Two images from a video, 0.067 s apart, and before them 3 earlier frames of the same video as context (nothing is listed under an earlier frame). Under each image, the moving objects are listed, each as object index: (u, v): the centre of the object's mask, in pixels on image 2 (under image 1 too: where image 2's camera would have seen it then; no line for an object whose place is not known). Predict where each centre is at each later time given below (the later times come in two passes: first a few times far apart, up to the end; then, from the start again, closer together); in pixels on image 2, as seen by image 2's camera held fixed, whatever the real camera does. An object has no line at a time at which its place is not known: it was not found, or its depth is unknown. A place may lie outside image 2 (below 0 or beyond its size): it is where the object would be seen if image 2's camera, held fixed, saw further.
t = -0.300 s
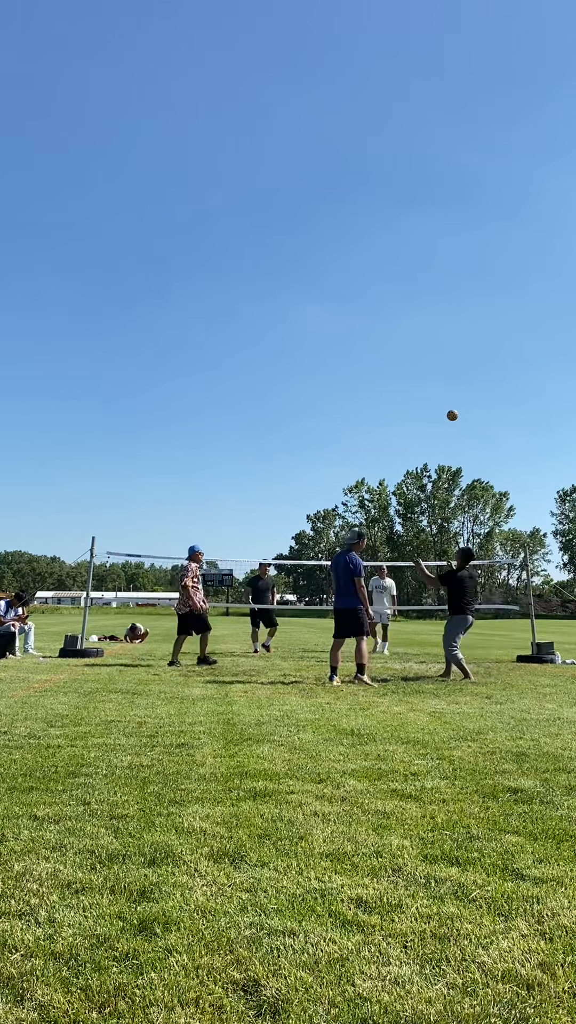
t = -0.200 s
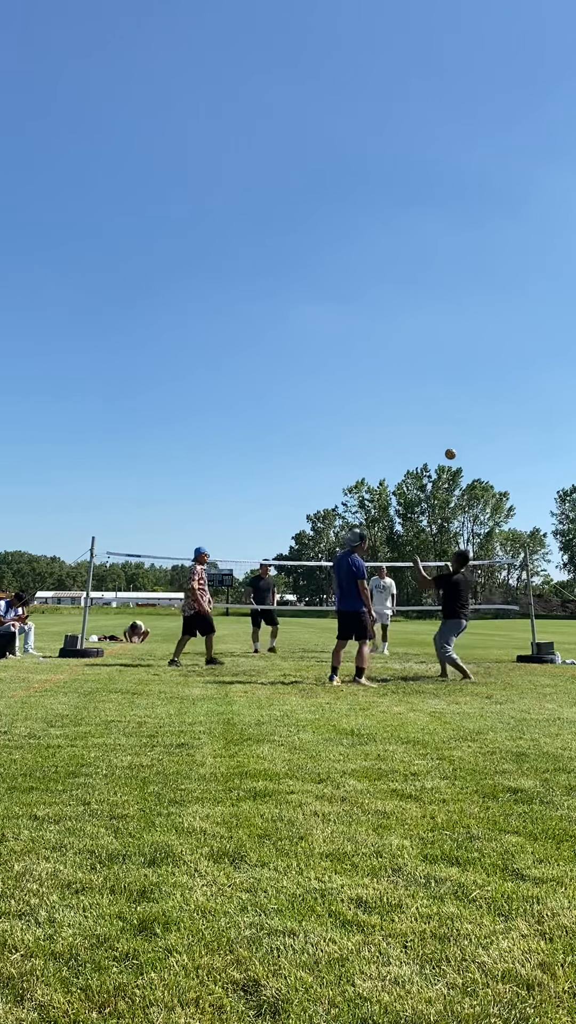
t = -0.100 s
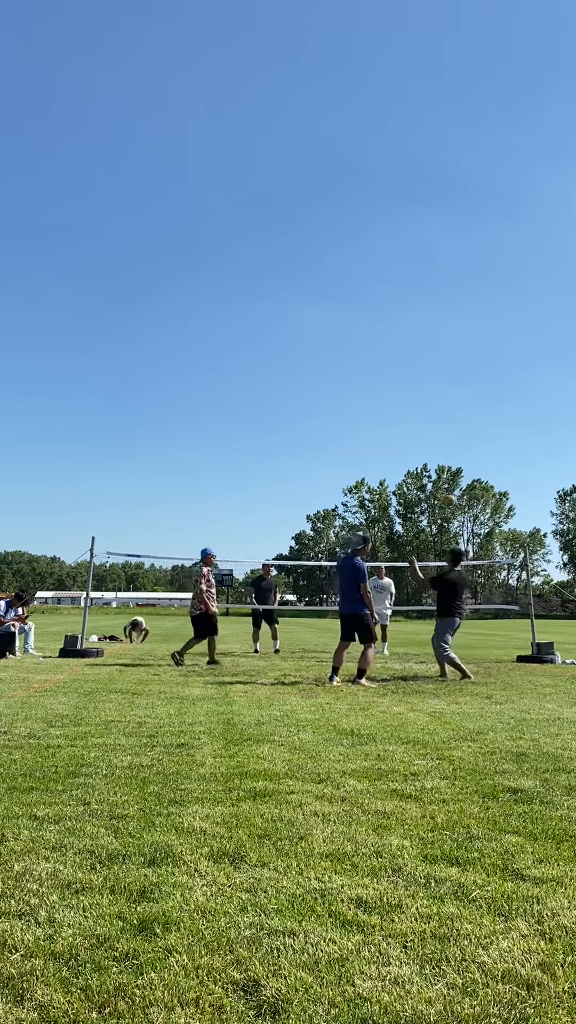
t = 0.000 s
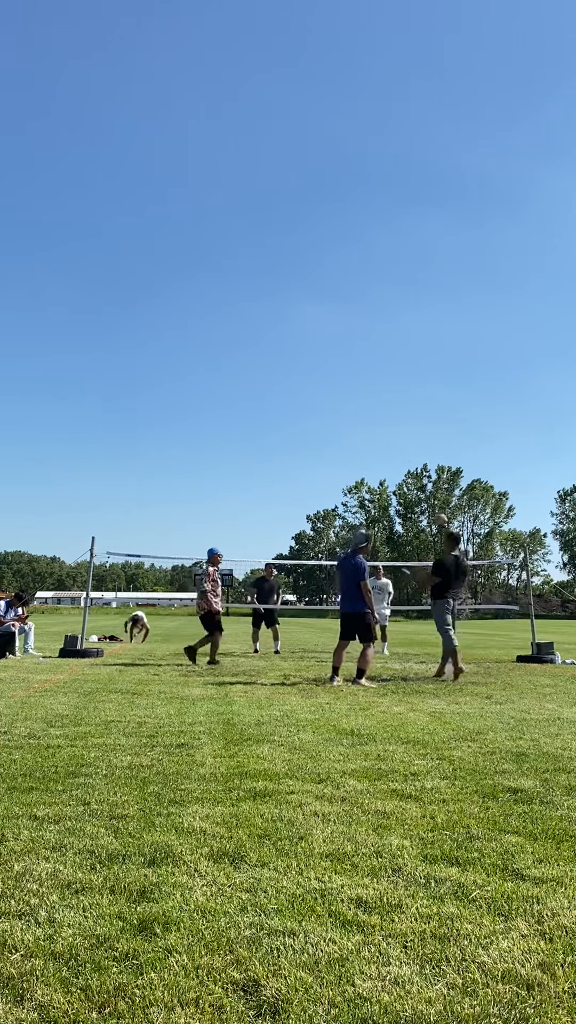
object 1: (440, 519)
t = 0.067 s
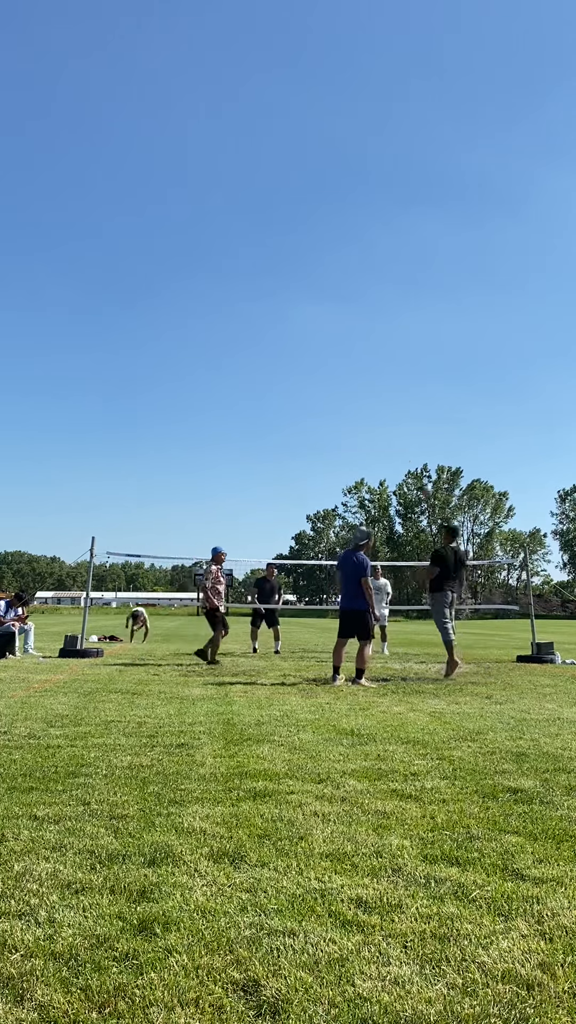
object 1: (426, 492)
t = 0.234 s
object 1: (393, 442)
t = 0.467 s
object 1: (353, 417)
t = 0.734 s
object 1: (315, 441)
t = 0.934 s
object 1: (290, 492)
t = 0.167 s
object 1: (405, 459)
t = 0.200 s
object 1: (399, 450)
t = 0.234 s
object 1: (393, 442)
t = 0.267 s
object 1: (386, 436)
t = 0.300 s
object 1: (380, 430)
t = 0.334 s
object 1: (375, 426)
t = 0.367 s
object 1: (369, 422)
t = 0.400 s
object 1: (364, 419)
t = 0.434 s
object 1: (358, 417)
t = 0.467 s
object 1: (353, 417)
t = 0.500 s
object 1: (348, 417)
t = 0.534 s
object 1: (343, 418)
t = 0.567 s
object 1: (338, 420)
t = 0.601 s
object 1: (333, 422)
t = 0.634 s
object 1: (329, 426)
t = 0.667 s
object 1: (324, 430)
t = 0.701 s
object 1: (319, 435)
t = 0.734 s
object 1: (315, 441)
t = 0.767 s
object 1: (311, 447)
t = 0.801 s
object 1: (306, 455)
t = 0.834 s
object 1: (302, 463)
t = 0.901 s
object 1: (294, 482)
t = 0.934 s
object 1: (290, 492)
